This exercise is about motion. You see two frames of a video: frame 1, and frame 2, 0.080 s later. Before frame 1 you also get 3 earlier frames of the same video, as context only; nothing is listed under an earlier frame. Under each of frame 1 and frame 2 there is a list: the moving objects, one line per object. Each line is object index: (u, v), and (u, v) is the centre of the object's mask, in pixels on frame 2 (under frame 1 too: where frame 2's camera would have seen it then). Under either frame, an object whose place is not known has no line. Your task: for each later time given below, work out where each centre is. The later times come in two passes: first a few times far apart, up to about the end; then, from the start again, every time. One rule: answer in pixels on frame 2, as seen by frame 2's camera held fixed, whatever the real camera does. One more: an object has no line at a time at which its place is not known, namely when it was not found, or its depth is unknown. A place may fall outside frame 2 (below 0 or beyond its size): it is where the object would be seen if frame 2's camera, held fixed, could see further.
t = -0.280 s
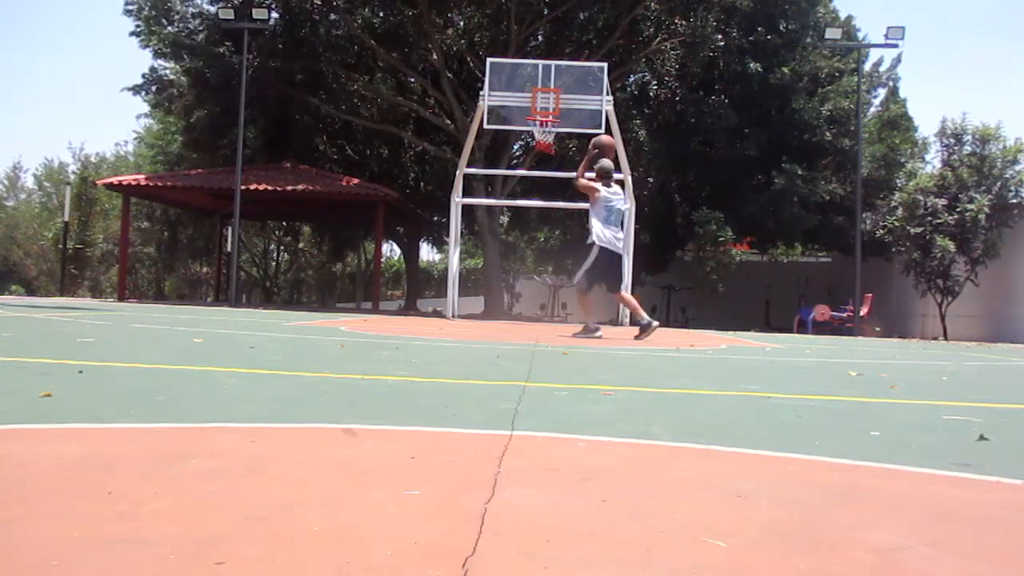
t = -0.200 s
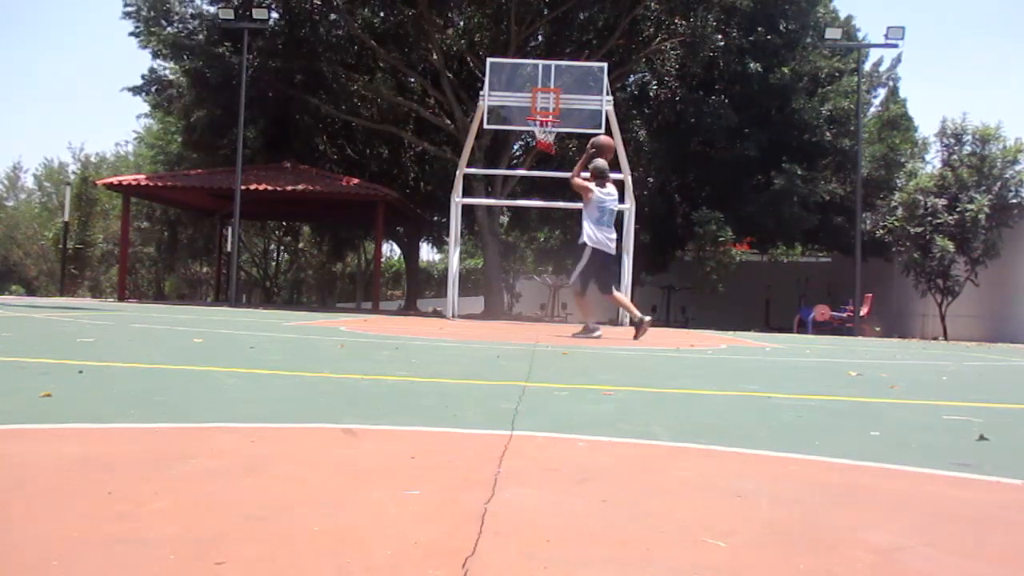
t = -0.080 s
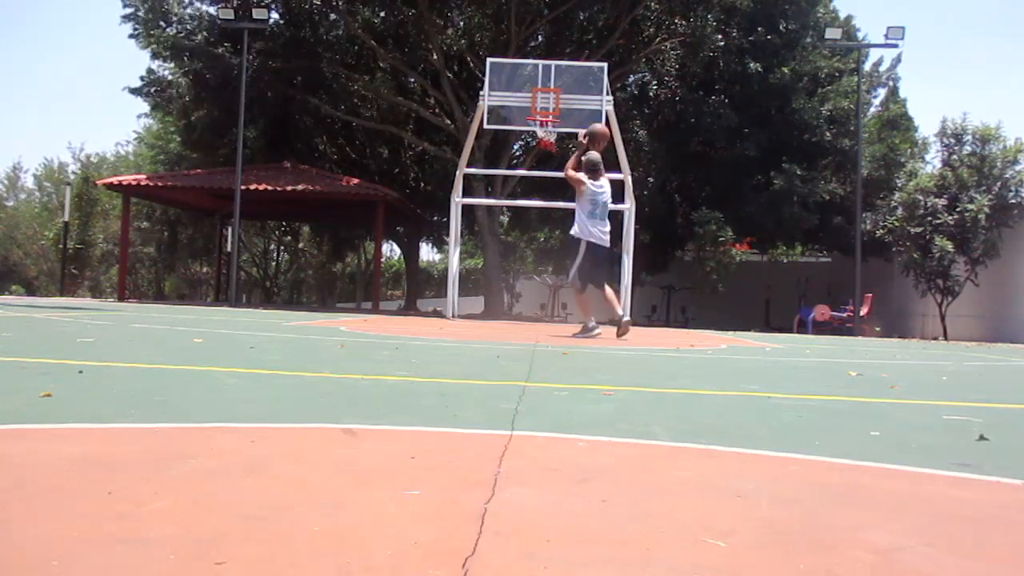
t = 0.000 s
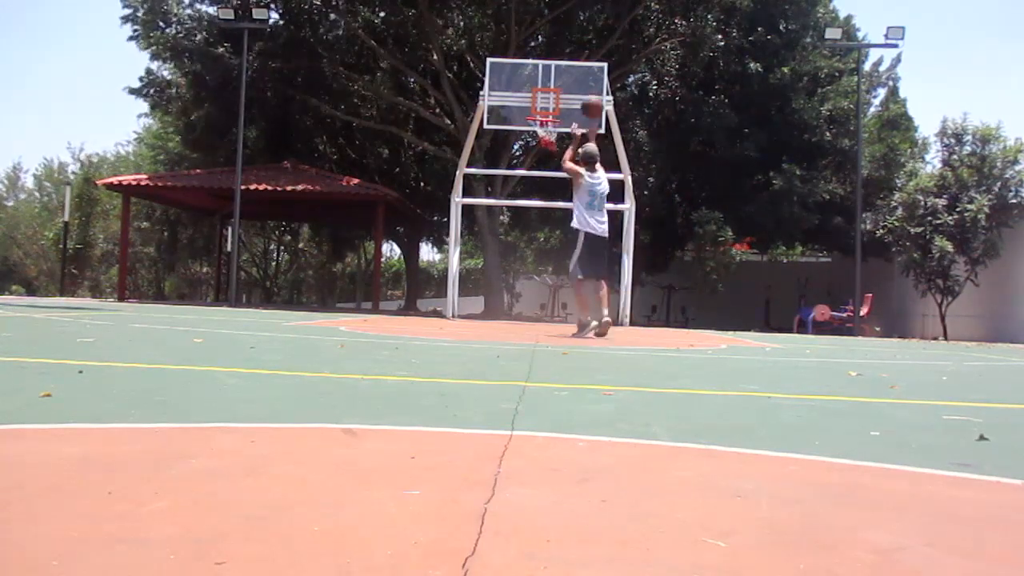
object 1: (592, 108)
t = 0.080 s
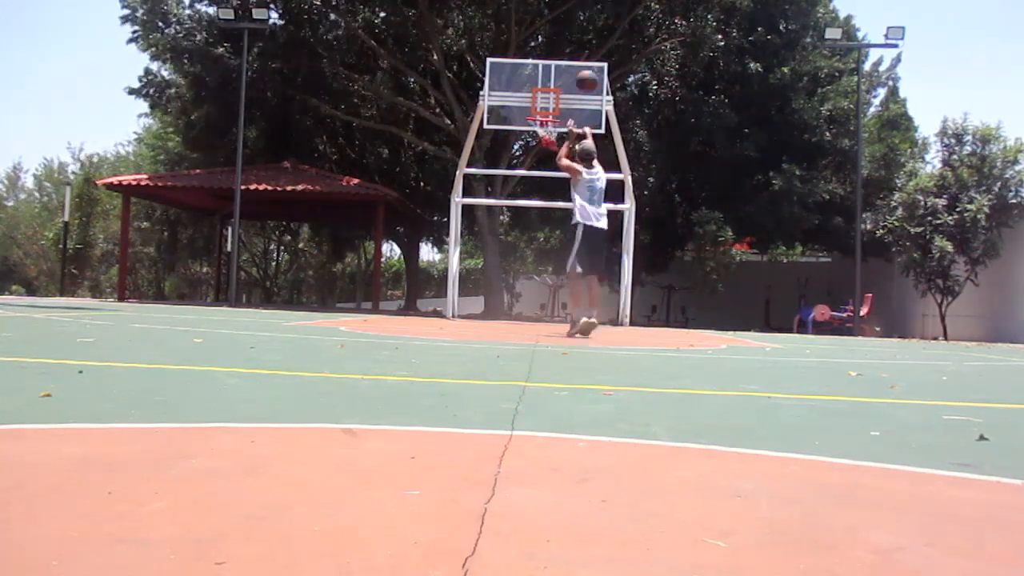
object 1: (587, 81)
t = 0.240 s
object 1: (578, 53)
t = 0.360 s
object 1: (572, 49)
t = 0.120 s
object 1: (584, 72)
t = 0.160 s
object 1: (582, 64)
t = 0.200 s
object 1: (580, 57)
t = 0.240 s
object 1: (578, 53)
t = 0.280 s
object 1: (576, 50)
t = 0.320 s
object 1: (574, 50)
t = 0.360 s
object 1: (572, 49)
